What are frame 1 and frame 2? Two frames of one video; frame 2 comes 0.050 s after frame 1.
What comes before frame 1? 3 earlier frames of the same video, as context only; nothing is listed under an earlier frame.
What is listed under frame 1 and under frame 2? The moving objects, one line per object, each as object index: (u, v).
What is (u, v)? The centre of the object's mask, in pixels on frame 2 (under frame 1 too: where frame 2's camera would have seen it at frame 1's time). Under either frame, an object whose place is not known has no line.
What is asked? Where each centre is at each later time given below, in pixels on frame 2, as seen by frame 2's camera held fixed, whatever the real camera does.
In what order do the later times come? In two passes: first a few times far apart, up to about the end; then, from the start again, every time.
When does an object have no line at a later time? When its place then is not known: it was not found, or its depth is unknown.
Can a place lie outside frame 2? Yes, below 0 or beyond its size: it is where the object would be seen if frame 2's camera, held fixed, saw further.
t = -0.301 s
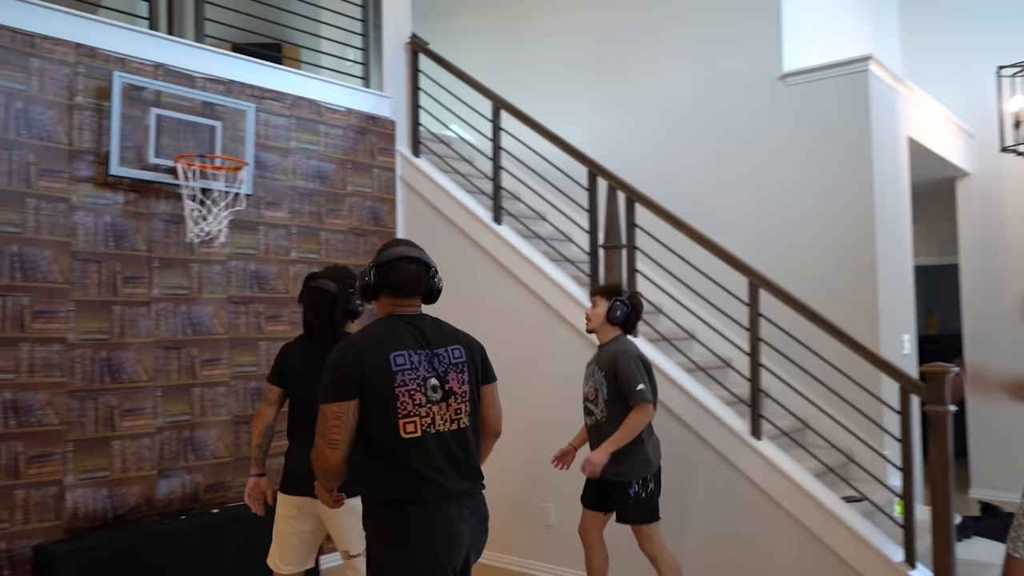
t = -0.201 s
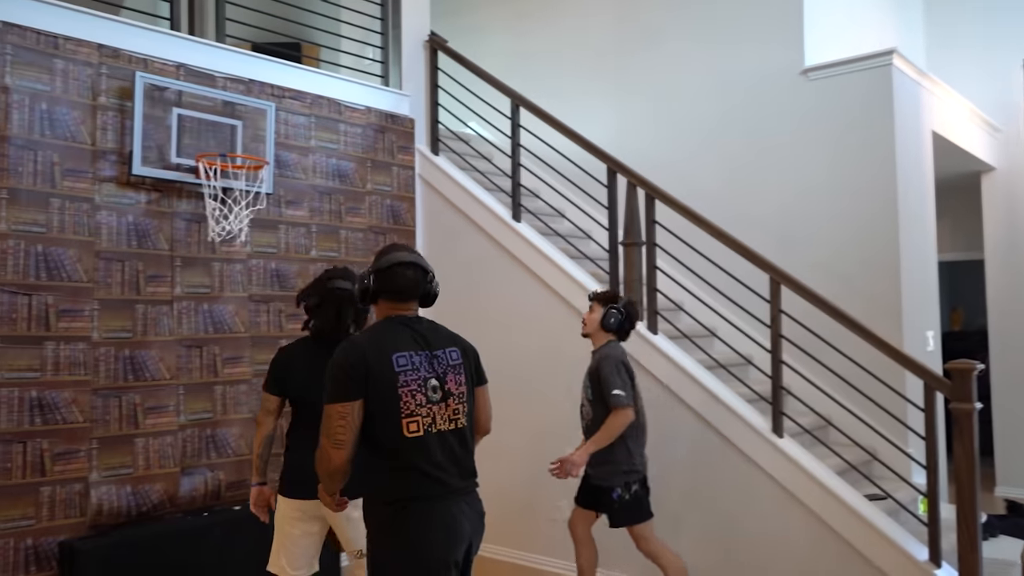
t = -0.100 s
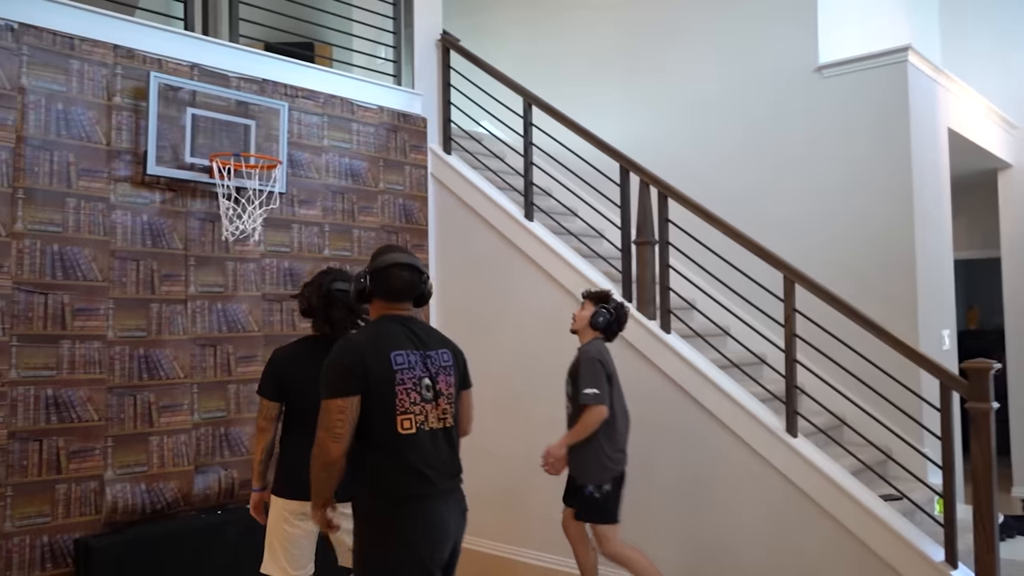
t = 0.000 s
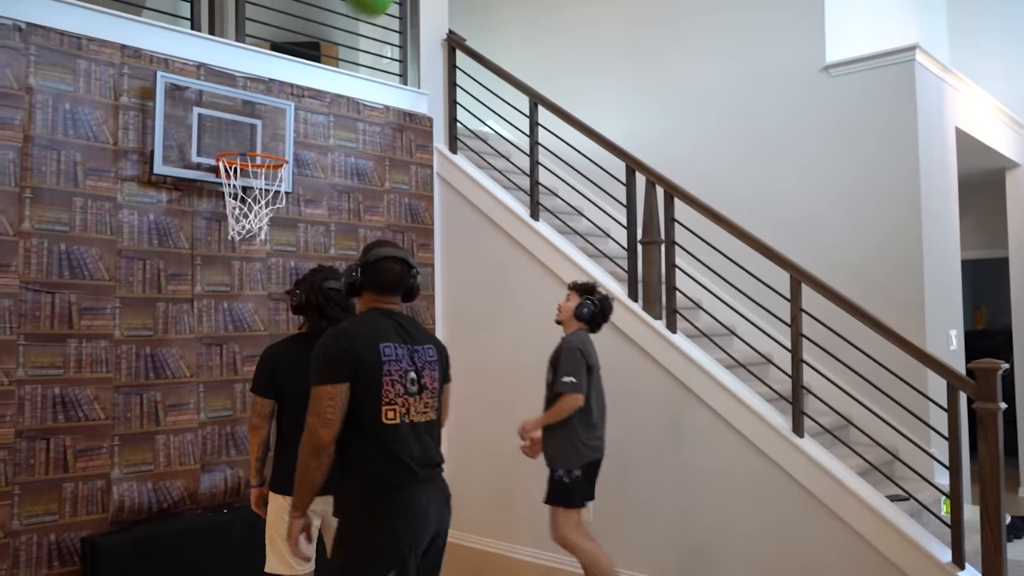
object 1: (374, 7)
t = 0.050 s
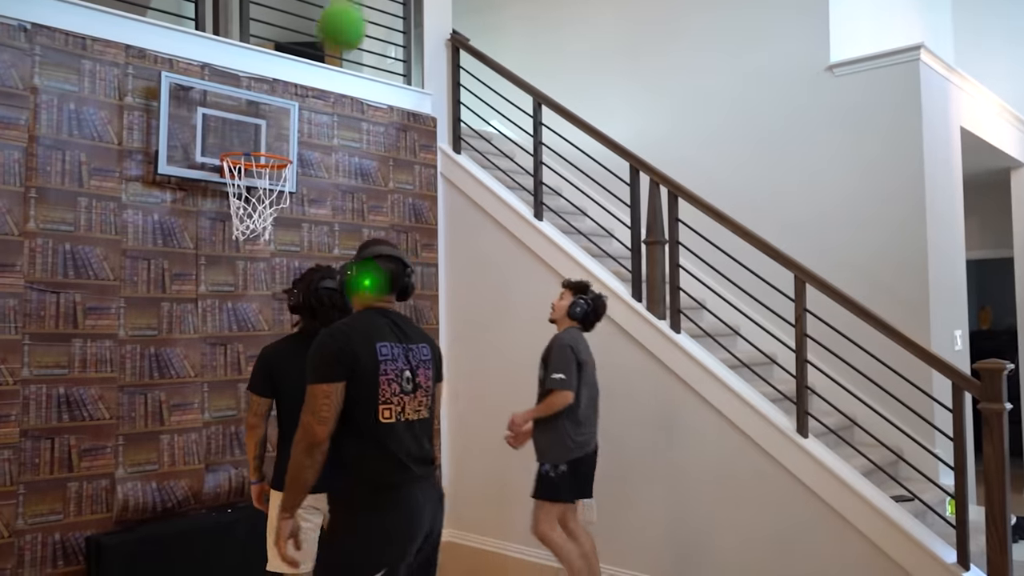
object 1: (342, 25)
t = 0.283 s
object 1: (248, 160)
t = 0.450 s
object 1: (248, 152)
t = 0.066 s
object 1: (331, 38)
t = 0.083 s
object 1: (322, 49)
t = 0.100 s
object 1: (312, 61)
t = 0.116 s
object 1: (303, 75)
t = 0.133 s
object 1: (292, 90)
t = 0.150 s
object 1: (283, 102)
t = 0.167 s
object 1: (274, 118)
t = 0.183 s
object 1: (265, 130)
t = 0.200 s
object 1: (258, 140)
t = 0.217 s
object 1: (253, 142)
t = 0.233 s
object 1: (248, 153)
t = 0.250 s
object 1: (245, 157)
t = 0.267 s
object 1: (245, 160)
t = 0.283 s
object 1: (248, 160)
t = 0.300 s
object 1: (254, 160)
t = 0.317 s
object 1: (261, 160)
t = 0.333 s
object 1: (266, 160)
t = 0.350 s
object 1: (268, 159)
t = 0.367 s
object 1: (267, 158)
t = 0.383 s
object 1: (266, 156)
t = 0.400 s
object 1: (263, 155)
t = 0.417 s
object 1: (258, 153)
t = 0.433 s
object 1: (252, 152)
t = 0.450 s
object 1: (248, 152)
